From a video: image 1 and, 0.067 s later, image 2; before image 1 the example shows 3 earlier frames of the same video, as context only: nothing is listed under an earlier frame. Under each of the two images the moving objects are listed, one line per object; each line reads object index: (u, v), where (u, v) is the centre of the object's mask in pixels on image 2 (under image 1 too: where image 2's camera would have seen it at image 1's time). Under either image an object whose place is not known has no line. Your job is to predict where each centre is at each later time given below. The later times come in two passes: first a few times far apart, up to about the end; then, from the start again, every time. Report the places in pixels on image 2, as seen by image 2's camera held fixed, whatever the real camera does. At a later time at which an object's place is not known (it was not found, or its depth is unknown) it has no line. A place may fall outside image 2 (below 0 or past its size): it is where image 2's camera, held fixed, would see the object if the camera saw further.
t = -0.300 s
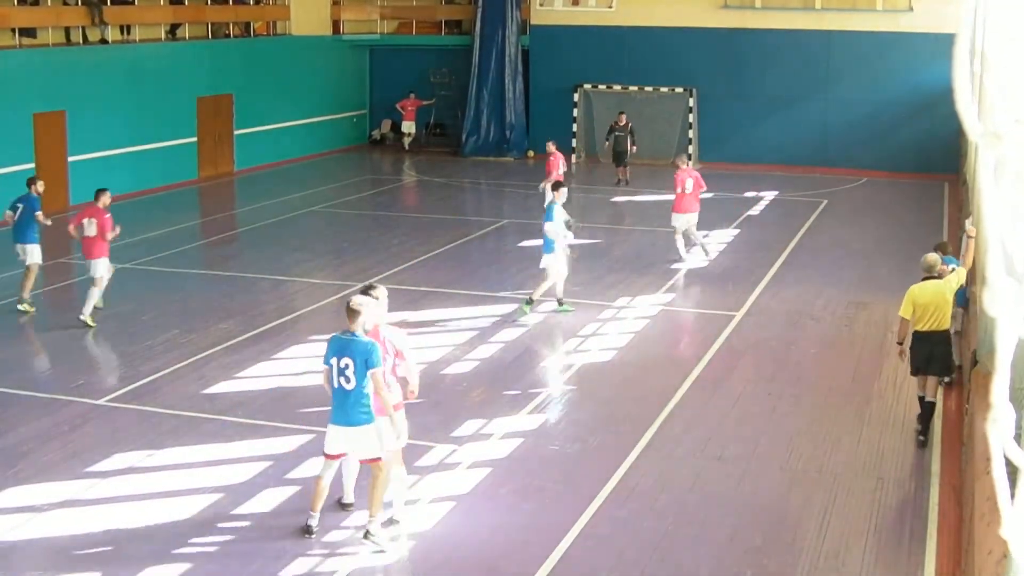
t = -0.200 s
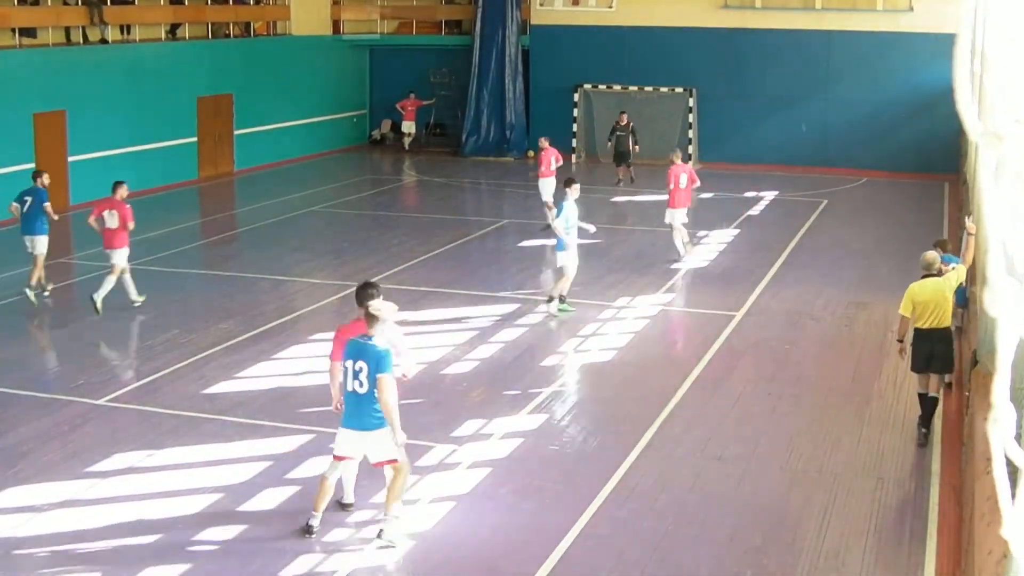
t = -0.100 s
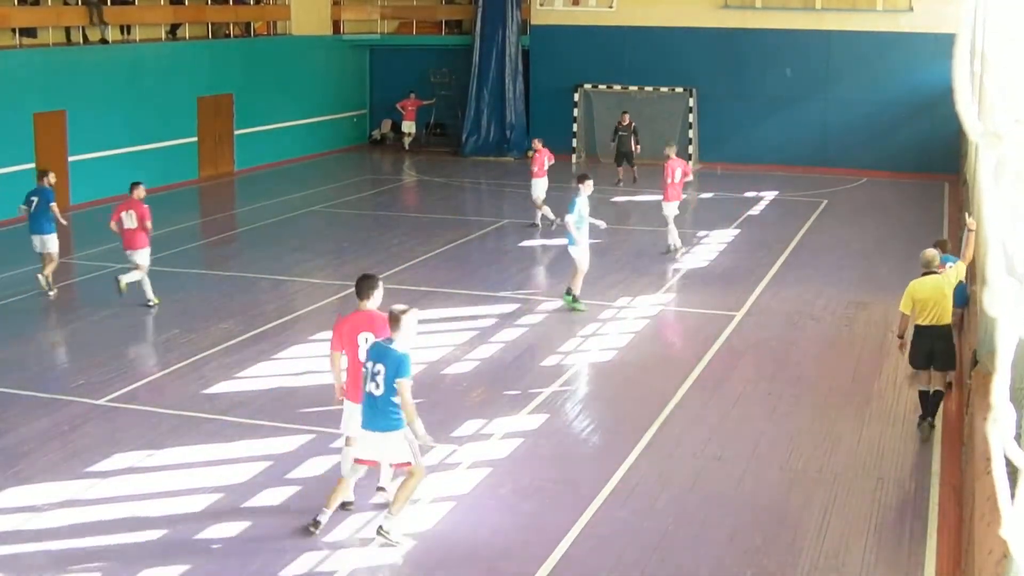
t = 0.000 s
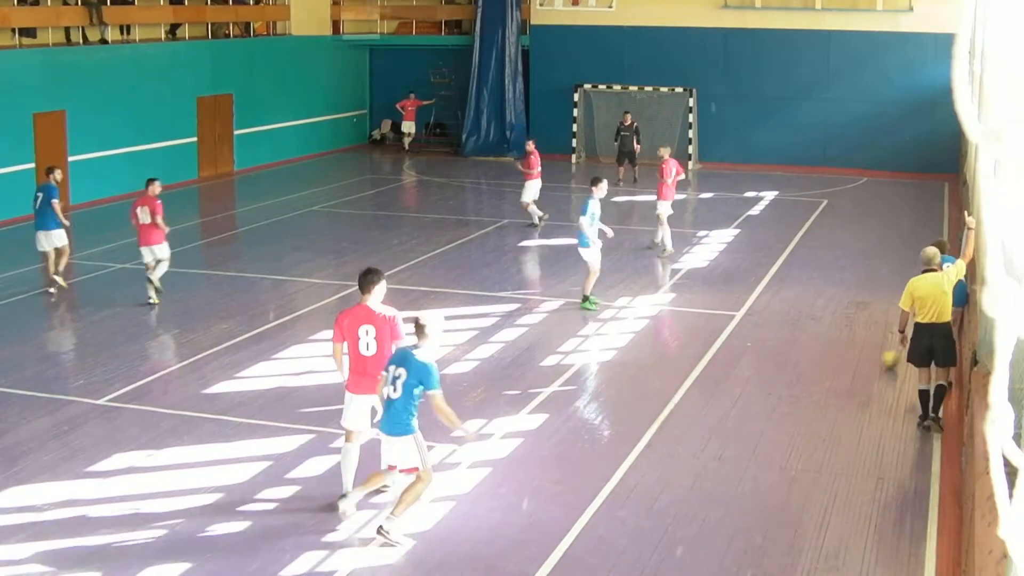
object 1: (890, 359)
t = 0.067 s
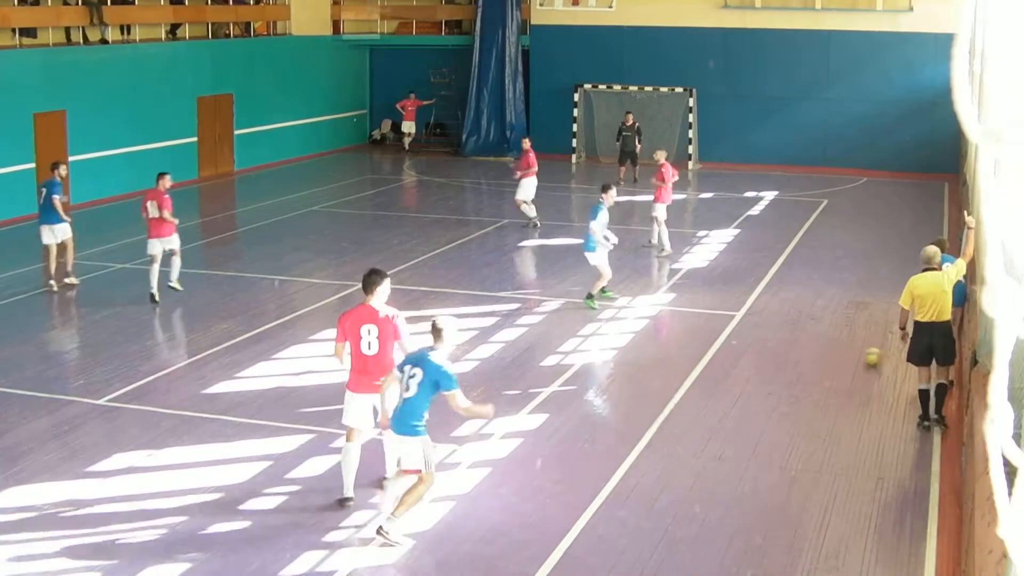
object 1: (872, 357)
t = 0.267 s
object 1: (822, 350)
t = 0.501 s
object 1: (766, 343)
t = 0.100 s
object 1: (865, 356)
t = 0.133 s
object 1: (856, 354)
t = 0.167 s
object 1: (847, 353)
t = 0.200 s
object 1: (838, 352)
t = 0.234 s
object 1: (830, 351)
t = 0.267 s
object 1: (822, 350)
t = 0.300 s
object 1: (814, 350)
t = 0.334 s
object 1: (806, 348)
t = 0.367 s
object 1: (797, 347)
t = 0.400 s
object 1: (788, 346)
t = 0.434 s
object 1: (781, 345)
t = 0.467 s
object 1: (773, 344)
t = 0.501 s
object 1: (766, 343)
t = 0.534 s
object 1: (758, 343)
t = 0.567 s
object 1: (750, 341)
